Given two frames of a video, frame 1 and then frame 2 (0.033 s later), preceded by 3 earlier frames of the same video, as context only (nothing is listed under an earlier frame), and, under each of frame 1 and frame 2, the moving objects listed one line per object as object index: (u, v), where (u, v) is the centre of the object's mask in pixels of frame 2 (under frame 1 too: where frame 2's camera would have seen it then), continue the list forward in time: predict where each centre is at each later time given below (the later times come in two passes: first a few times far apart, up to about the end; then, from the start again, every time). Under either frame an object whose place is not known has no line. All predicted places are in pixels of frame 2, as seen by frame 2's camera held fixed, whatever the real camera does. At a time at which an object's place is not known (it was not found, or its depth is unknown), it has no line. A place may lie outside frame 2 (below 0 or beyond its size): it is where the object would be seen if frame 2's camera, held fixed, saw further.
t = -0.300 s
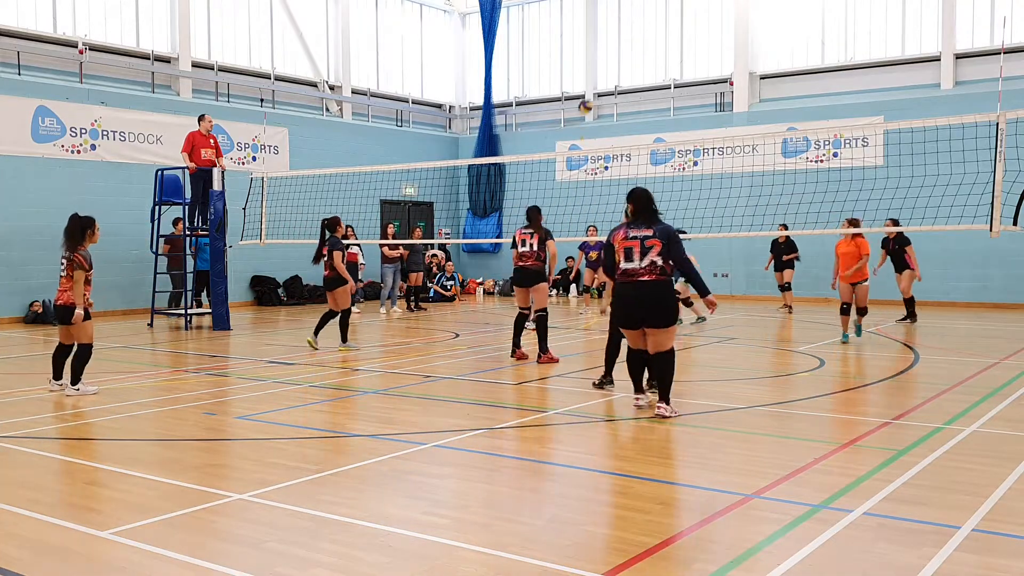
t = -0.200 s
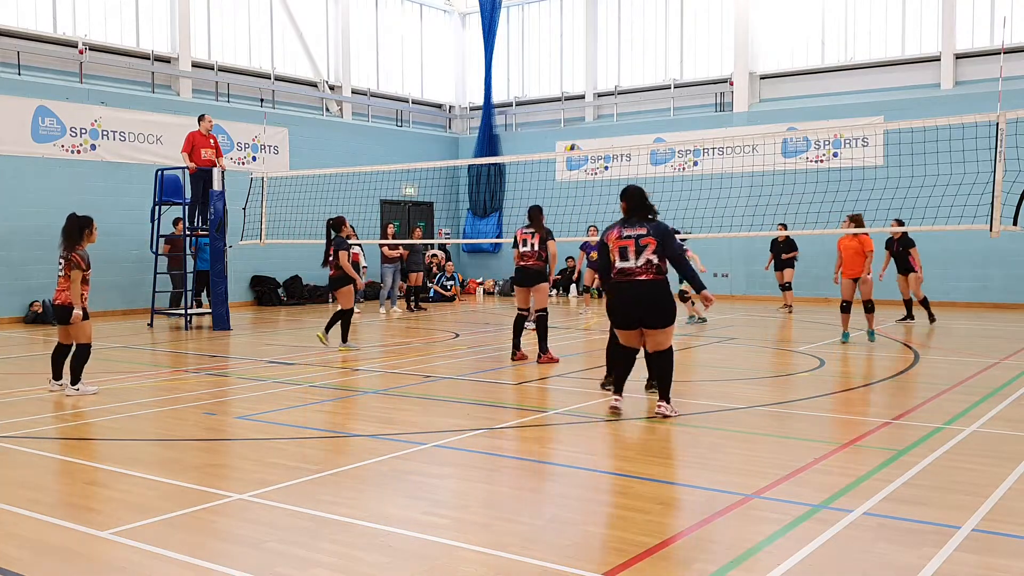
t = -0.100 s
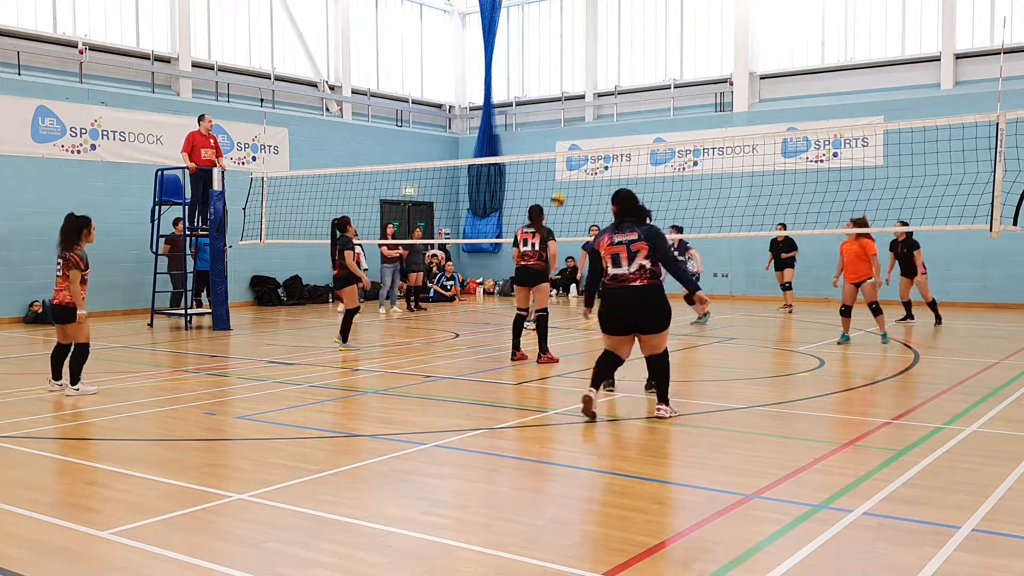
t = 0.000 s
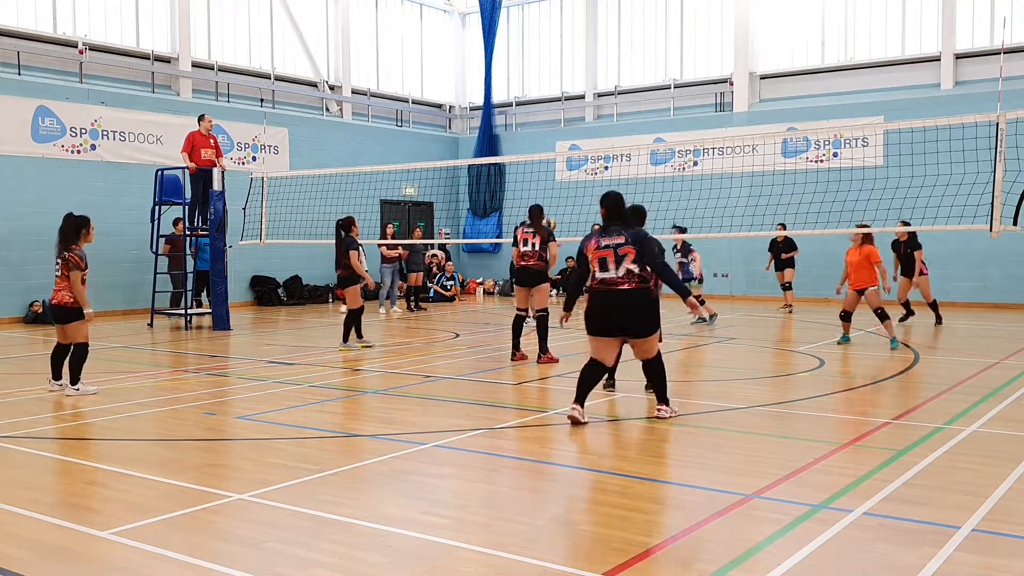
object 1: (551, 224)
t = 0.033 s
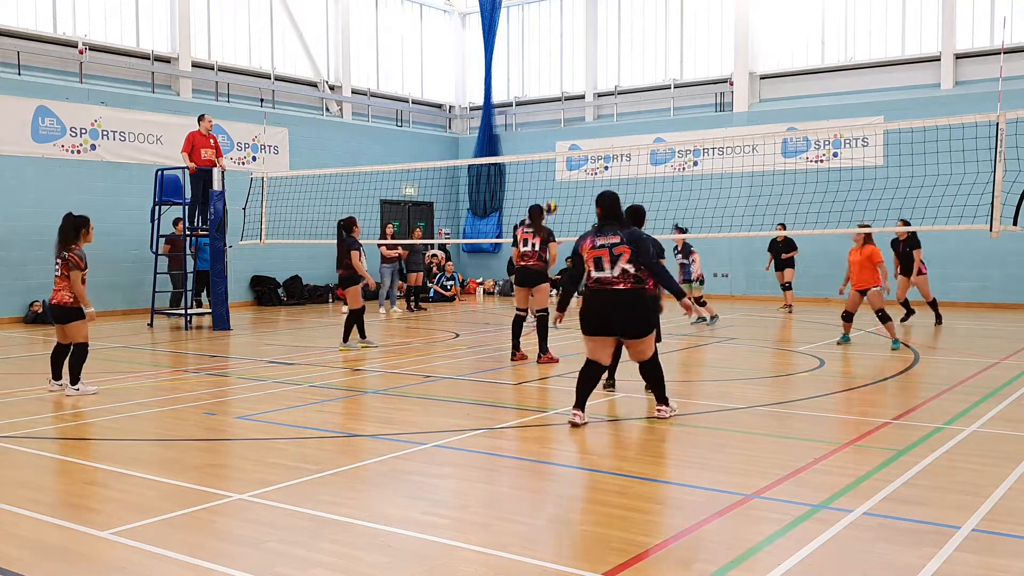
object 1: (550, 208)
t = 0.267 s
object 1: (558, 103)
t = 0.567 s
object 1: (566, 26)
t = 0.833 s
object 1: (572, 12)
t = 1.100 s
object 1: (579, 52)
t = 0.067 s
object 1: (551, 190)
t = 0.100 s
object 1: (552, 174)
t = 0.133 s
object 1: (553, 161)
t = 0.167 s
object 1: (554, 144)
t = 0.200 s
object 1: (555, 130)
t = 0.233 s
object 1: (556, 117)
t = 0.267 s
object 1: (558, 103)
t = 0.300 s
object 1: (558, 92)
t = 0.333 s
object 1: (560, 81)
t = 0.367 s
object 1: (561, 70)
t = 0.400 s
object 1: (561, 60)
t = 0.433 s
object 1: (562, 52)
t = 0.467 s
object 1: (563, 44)
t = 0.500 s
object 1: (564, 37)
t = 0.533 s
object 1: (565, 31)
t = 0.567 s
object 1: (566, 26)
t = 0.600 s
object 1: (566, 21)
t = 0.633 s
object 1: (567, 17)
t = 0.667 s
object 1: (568, 14)
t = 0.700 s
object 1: (569, 12)
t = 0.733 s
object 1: (570, 11)
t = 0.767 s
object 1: (570, 10)
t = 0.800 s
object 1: (571, 11)
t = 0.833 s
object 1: (572, 12)
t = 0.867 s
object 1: (573, 14)
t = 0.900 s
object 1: (574, 17)
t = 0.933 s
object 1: (575, 20)
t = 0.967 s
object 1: (576, 25)
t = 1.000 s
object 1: (577, 31)
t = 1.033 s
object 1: (577, 37)
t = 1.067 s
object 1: (578, 44)
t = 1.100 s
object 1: (579, 52)
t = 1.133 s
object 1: (580, 61)
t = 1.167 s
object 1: (581, 70)
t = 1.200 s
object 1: (581, 80)
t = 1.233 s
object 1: (582, 92)
